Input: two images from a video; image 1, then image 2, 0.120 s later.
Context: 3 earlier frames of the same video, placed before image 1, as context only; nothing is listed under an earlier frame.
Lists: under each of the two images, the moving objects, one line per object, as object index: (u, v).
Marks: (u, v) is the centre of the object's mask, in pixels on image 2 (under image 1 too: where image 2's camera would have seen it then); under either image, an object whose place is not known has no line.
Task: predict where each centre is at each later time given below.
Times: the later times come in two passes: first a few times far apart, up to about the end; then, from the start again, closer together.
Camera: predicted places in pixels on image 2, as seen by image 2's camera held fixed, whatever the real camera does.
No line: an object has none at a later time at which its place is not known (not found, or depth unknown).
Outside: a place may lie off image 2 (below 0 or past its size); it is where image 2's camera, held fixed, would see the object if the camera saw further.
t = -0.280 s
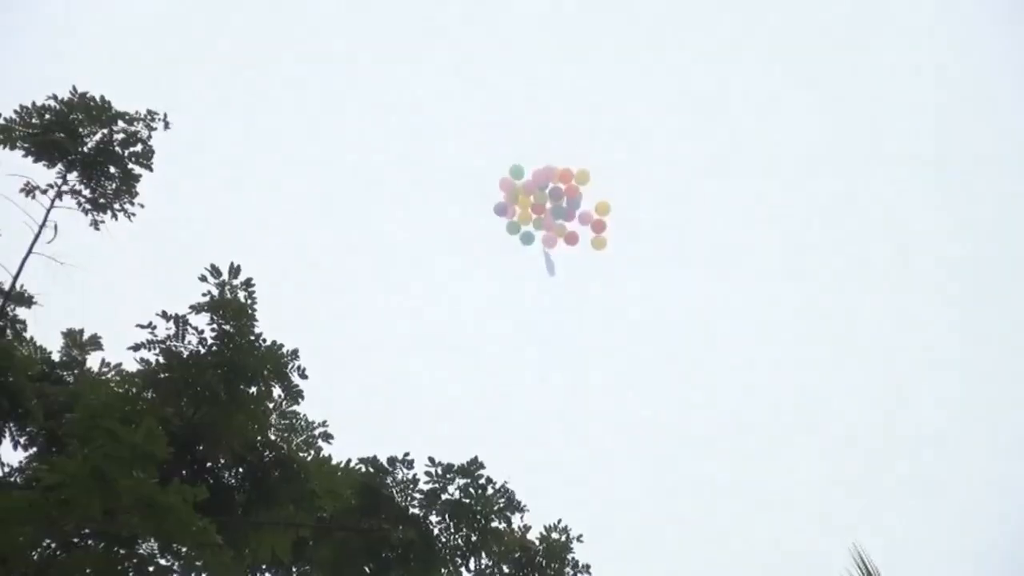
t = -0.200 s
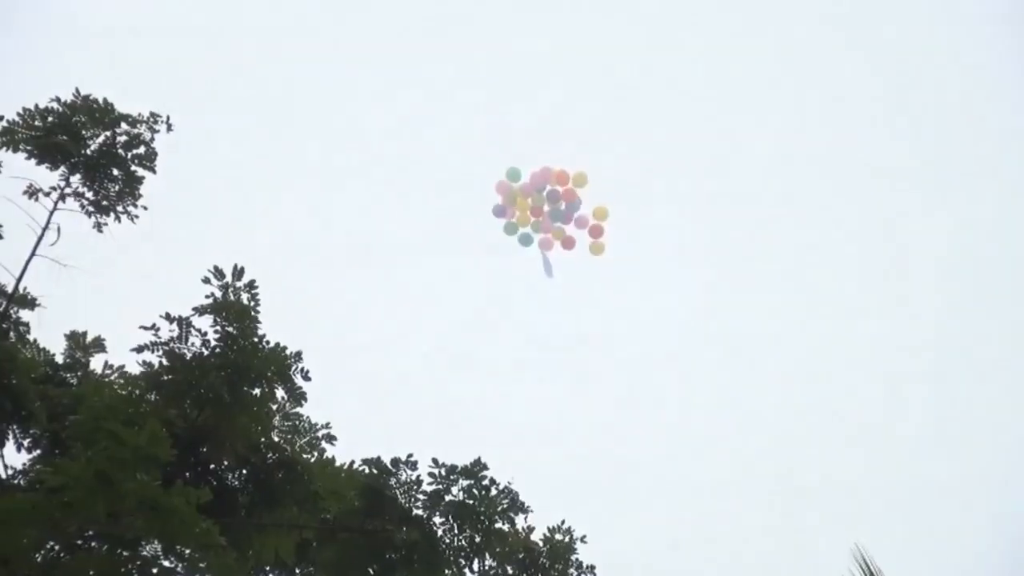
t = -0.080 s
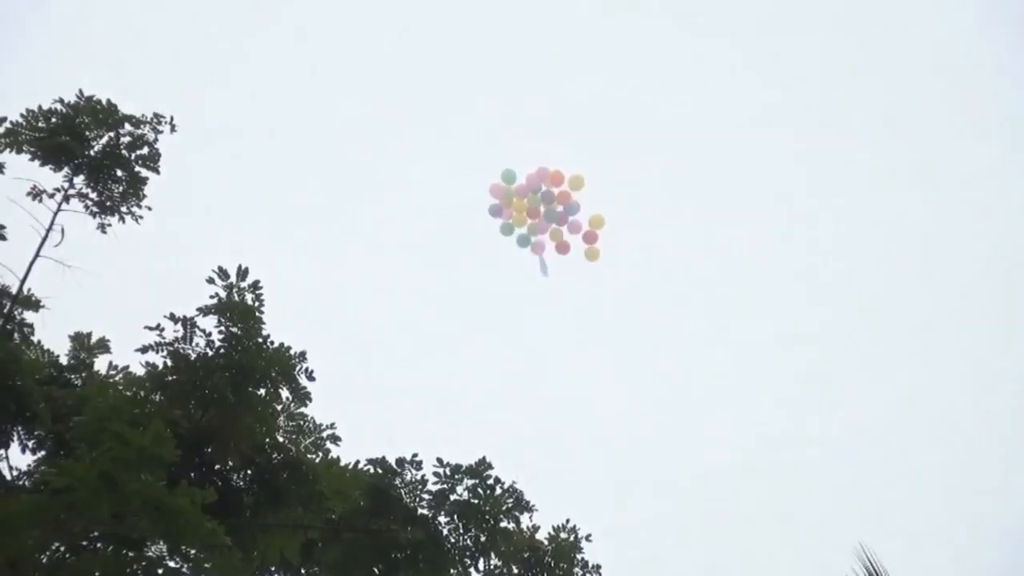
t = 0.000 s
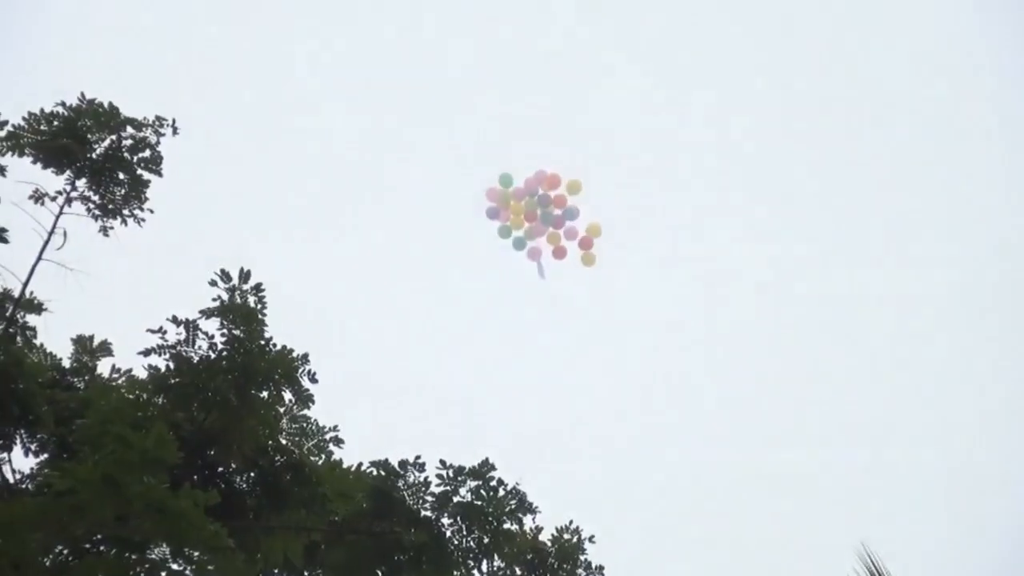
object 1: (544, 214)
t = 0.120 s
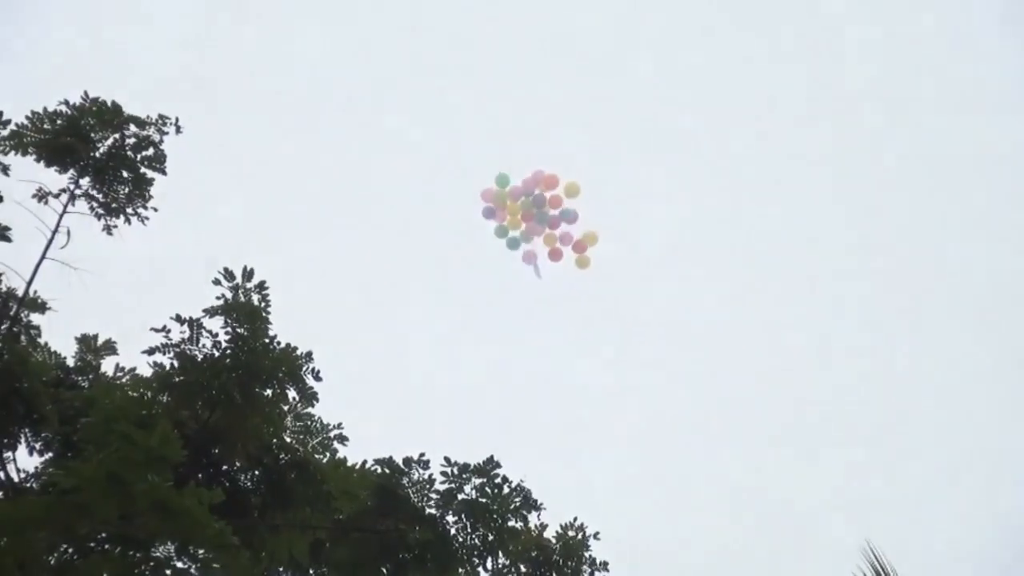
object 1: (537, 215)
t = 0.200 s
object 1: (530, 219)
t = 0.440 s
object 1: (517, 230)
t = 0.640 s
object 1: (505, 238)
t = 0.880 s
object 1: (495, 247)
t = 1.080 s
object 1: (486, 252)
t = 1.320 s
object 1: (480, 259)
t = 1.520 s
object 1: (475, 264)
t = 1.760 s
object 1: (469, 271)
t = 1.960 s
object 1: (465, 276)
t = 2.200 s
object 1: (460, 282)
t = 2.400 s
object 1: (457, 289)
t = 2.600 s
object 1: (452, 297)
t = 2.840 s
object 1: (450, 304)
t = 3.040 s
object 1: (447, 311)
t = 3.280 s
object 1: (441, 320)
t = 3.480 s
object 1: (436, 327)
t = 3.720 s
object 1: (432, 337)
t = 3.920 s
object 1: (428, 347)
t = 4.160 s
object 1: (426, 355)
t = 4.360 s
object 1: (425, 362)
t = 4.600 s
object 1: (423, 368)
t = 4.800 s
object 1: (420, 370)
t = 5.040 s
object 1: (414, 377)
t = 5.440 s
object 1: (407, 387)
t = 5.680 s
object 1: (401, 393)
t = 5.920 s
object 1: (396, 400)
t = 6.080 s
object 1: (393, 404)
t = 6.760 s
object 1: (386, 419)
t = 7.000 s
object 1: (384, 423)
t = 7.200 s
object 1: (382, 426)
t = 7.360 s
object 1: (381, 427)
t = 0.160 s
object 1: (534, 216)
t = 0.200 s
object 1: (530, 219)
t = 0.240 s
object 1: (528, 221)
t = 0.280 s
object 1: (525, 222)
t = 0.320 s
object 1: (522, 223)
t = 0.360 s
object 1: (521, 227)
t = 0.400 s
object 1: (519, 228)
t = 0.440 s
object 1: (517, 230)
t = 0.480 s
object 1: (509, 225)
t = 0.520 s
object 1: (506, 226)
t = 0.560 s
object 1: (509, 235)
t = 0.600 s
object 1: (507, 237)
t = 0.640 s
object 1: (505, 238)
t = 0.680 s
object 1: (503, 239)
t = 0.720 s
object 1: (501, 240)
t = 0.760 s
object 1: (499, 241)
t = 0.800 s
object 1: (497, 243)
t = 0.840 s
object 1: (496, 245)
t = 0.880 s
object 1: (495, 247)
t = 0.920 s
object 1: (493, 248)
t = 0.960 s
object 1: (490, 248)
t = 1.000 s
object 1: (488, 249)
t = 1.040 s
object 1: (487, 250)
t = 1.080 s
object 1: (486, 252)
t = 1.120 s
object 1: (485, 253)
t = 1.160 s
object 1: (484, 255)
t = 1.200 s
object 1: (483, 256)
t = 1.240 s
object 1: (482, 257)
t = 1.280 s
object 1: (481, 258)
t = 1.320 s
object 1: (480, 259)
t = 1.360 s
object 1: (479, 260)
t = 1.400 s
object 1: (478, 261)
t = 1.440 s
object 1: (477, 263)
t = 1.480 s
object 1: (475, 263)
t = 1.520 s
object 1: (475, 264)
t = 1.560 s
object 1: (474, 266)
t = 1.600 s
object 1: (474, 266)
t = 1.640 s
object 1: (472, 267)
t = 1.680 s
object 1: (471, 268)
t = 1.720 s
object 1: (470, 269)
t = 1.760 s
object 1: (469, 271)
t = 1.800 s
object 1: (468, 272)
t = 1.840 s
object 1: (467, 273)
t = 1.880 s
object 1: (466, 274)
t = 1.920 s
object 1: (466, 274)
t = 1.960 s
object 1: (465, 276)
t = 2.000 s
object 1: (464, 277)
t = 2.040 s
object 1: (463, 278)
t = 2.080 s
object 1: (462, 279)
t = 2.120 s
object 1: (461, 280)
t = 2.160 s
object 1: (461, 280)
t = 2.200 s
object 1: (460, 282)
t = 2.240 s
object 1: (458, 284)
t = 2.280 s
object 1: (458, 285)
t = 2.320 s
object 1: (457, 287)
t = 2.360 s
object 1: (458, 288)
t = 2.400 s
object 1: (457, 289)
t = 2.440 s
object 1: (456, 291)
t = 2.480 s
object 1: (455, 293)
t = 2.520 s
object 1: (454, 294)
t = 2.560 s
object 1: (453, 296)
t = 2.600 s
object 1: (452, 297)
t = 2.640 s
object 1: (452, 299)
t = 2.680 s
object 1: (452, 298)
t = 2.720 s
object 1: (452, 299)
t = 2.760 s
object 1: (451, 301)
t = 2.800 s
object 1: (451, 303)
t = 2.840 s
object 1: (450, 304)
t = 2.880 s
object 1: (448, 304)
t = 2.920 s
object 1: (449, 307)
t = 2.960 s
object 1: (448, 309)
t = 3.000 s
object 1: (447, 310)
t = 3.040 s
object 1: (447, 311)
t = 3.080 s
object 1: (445, 313)
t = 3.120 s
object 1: (443, 313)
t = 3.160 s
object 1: (444, 316)
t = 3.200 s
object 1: (443, 317)
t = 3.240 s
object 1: (442, 319)
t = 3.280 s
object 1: (441, 320)
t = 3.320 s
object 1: (440, 321)
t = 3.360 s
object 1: (440, 323)
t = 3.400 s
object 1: (439, 324)
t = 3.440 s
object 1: (437, 326)
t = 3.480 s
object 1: (436, 327)
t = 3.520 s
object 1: (436, 329)
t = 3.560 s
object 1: (435, 330)
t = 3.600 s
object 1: (434, 332)
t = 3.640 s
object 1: (433, 334)
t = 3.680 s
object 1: (432, 335)
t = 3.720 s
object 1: (432, 337)
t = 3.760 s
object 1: (431, 338)
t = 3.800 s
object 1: (430, 340)
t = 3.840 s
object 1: (430, 341)
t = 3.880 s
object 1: (429, 343)
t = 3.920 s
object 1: (428, 347)
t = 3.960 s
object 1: (428, 348)
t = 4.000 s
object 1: (428, 350)
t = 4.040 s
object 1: (427, 351)
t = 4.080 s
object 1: (427, 353)
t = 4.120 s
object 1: (426, 354)
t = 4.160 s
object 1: (426, 355)
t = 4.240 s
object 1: (426, 358)
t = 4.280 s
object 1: (425, 360)
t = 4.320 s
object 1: (425, 361)
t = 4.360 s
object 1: (425, 362)
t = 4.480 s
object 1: (424, 365)
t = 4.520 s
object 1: (424, 366)
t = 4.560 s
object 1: (423, 367)
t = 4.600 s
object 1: (423, 368)
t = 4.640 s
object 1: (422, 369)
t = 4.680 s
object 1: (422, 370)
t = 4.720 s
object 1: (421, 371)
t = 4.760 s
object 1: (420, 369)
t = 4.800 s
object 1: (420, 370)
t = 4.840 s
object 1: (419, 372)
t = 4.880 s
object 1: (418, 373)
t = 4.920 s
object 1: (417, 374)
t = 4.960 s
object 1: (416, 375)
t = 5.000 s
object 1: (416, 376)
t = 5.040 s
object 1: (414, 377)
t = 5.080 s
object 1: (413, 378)
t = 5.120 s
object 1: (413, 379)
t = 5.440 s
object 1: (407, 387)
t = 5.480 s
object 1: (405, 388)
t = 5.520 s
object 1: (404, 389)
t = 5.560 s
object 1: (404, 390)
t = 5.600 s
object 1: (403, 391)
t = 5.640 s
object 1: (402, 392)
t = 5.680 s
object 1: (401, 393)
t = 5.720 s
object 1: (400, 395)
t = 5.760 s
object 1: (400, 396)
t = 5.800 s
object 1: (398, 397)
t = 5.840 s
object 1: (397, 398)
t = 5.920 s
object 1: (396, 400)
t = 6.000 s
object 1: (394, 402)
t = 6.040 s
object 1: (394, 403)
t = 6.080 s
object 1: (393, 404)
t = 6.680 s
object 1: (386, 416)
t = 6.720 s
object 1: (386, 417)
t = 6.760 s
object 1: (386, 419)
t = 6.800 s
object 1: (386, 420)
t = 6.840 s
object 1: (385, 420)
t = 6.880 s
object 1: (385, 421)
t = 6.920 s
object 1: (385, 421)
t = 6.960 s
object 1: (385, 423)
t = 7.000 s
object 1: (384, 423)
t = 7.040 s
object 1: (384, 424)
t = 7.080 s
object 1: (384, 425)
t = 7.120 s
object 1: (384, 425)
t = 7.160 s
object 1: (383, 426)
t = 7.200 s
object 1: (382, 426)
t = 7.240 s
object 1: (382, 427)
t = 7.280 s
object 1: (382, 427)
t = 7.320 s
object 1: (382, 427)
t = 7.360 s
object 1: (381, 427)
